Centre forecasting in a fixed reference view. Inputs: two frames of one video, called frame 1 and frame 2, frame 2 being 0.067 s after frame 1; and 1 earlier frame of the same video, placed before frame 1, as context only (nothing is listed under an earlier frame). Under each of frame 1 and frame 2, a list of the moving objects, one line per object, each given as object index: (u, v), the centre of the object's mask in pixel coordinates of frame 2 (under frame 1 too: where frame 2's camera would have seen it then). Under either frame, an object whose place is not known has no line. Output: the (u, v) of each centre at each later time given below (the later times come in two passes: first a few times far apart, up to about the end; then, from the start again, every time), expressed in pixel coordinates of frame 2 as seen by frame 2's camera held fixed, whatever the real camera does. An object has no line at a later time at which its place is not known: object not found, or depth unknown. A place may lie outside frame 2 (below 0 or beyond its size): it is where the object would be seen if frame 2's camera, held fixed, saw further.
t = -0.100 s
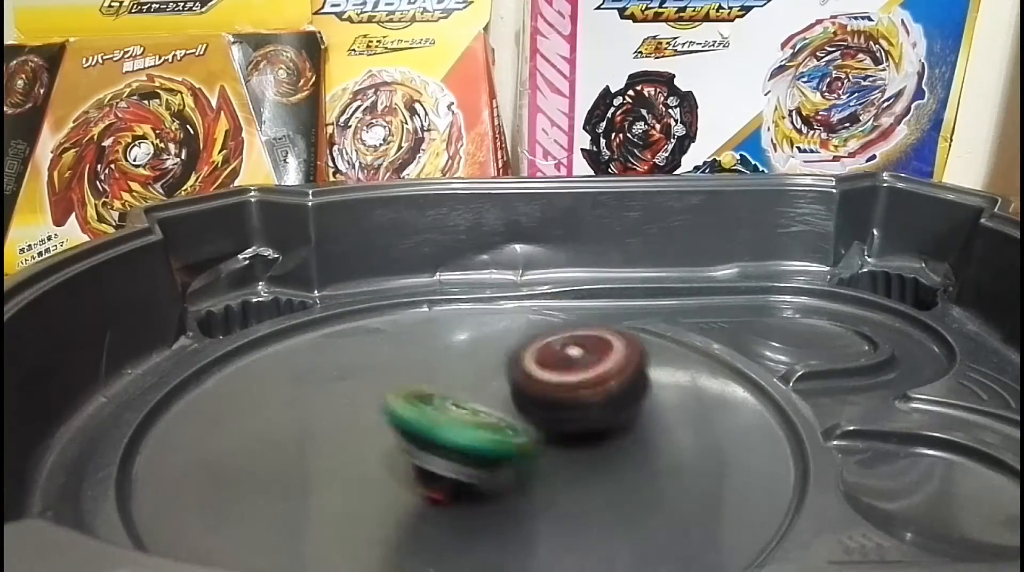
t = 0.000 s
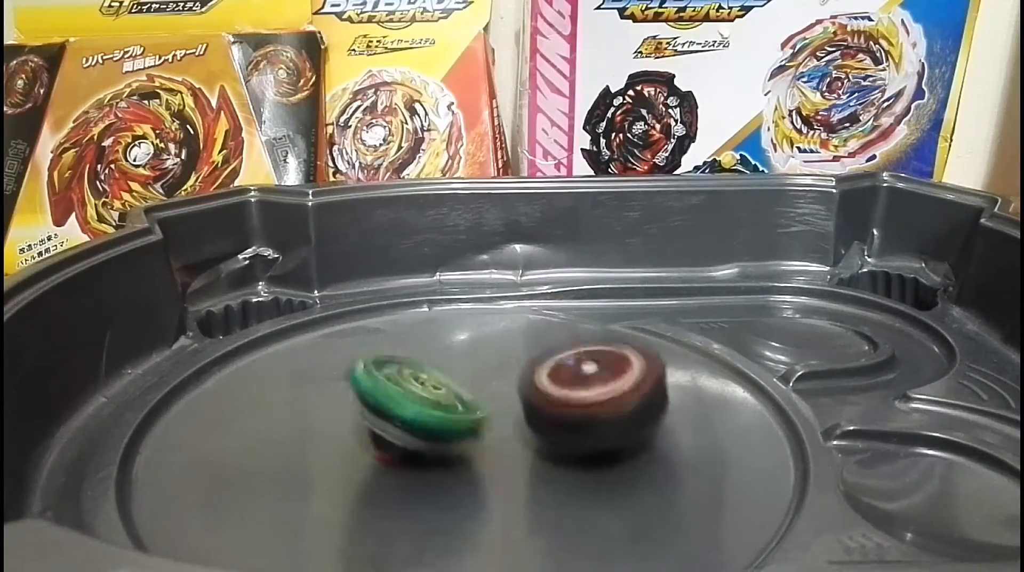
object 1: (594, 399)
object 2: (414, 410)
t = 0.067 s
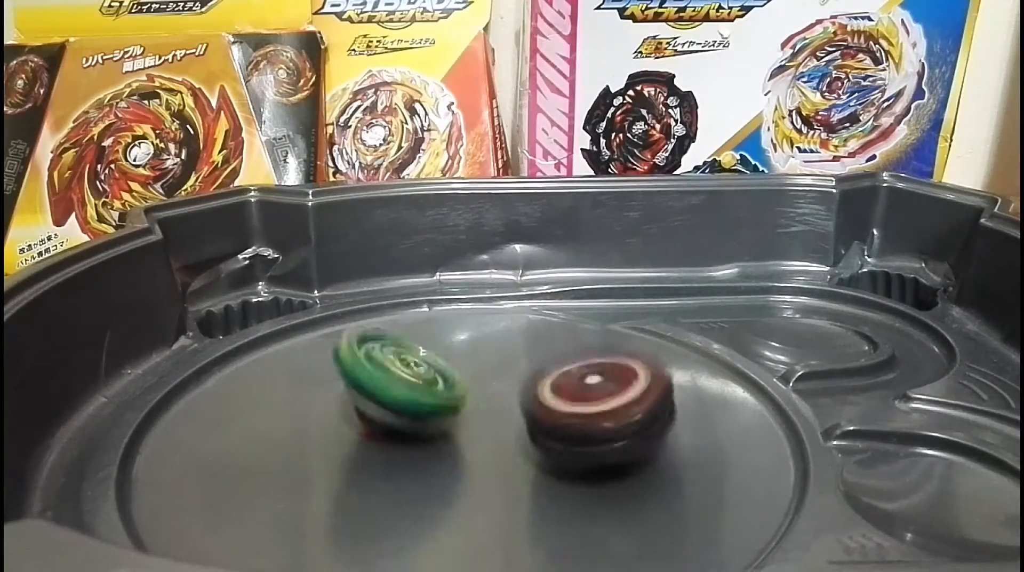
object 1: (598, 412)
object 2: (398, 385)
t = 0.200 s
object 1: (601, 436)
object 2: (399, 340)
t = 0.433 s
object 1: (565, 464)
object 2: (467, 316)
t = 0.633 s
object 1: (485, 458)
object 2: (542, 343)
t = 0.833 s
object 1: (399, 441)
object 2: (561, 408)
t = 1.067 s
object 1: (327, 408)
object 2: (489, 457)
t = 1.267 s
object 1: (305, 383)
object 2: (425, 439)
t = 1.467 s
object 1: (322, 357)
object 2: (454, 412)
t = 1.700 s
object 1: (396, 348)
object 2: (490, 421)
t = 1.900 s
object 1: (489, 340)
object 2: (486, 429)
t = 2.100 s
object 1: (578, 344)
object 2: (486, 417)
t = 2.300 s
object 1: (641, 353)
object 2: (508, 402)
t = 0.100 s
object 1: (600, 420)
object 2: (393, 370)
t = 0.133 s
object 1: (601, 426)
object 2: (392, 361)
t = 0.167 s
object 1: (601, 432)
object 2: (395, 349)
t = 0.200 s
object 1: (601, 436)
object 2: (399, 340)
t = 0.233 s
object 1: (599, 441)
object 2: (406, 334)
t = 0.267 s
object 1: (597, 446)
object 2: (415, 327)
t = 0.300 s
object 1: (594, 450)
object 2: (425, 321)
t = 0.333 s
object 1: (590, 454)
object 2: (434, 319)
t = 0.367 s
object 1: (584, 458)
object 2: (445, 315)
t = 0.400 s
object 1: (575, 461)
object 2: (458, 317)
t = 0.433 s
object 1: (565, 464)
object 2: (467, 316)
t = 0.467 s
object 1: (554, 466)
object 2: (481, 318)
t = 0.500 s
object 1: (543, 467)
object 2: (492, 321)
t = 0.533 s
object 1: (530, 467)
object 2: (506, 326)
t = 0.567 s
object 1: (516, 466)
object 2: (519, 332)
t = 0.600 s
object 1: (501, 461)
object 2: (530, 335)
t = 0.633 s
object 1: (485, 458)
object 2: (542, 343)
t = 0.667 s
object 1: (471, 456)
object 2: (552, 351)
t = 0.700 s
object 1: (455, 455)
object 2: (560, 360)
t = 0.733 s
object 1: (441, 455)
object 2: (562, 372)
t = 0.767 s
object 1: (426, 448)
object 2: (565, 383)
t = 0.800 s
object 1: (412, 448)
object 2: (565, 391)
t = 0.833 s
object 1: (399, 441)
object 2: (561, 408)
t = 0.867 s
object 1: (389, 435)
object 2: (552, 418)
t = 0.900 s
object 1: (377, 430)
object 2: (546, 429)
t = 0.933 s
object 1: (367, 431)
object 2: (533, 435)
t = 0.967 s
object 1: (358, 423)
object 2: (519, 445)
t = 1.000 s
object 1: (343, 418)
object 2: (511, 448)
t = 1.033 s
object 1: (334, 414)
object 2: (500, 453)
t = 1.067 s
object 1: (327, 408)
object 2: (489, 457)
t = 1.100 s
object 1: (321, 403)
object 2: (475, 455)
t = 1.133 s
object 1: (316, 398)
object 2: (462, 455)
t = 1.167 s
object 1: (312, 394)
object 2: (450, 453)
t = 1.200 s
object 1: (308, 389)
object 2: (436, 448)
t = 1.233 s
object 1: (306, 388)
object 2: (429, 445)
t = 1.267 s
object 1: (305, 383)
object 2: (425, 439)
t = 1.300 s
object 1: (303, 379)
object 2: (417, 430)
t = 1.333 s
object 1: (304, 374)
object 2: (419, 425)
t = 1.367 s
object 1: (306, 367)
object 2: (425, 422)
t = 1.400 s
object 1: (308, 364)
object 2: (436, 412)
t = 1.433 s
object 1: (315, 362)
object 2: (447, 411)
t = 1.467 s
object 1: (322, 357)
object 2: (454, 412)
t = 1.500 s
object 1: (328, 355)
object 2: (460, 411)
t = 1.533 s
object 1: (337, 352)
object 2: (467, 410)
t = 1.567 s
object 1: (346, 350)
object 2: (472, 411)
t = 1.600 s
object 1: (356, 349)
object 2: (478, 412)
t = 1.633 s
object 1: (369, 349)
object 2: (484, 414)
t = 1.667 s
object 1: (382, 348)
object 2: (487, 416)
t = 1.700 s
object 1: (396, 348)
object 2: (490, 421)
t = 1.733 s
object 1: (410, 347)
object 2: (491, 424)
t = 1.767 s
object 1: (426, 345)
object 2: (494, 424)
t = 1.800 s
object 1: (442, 344)
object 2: (493, 427)
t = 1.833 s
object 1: (457, 342)
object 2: (491, 430)
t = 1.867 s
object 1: (474, 340)
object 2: (490, 429)
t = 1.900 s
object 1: (489, 340)
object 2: (486, 429)
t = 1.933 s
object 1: (507, 340)
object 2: (484, 430)
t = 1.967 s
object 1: (523, 341)
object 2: (483, 429)
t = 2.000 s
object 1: (537, 342)
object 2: (479, 422)
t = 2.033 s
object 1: (551, 343)
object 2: (479, 420)
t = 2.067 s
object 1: (565, 344)
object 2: (482, 421)
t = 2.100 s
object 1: (578, 344)
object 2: (486, 417)
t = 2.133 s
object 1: (591, 346)
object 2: (487, 411)
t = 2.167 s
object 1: (602, 347)
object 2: (490, 407)
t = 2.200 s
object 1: (614, 348)
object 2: (494, 406)
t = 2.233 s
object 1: (623, 348)
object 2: (500, 404)
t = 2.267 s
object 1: (632, 351)
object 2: (503, 401)
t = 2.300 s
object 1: (641, 353)
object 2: (508, 402)
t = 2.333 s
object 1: (647, 355)
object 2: (513, 402)
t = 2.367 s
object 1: (653, 358)
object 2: (516, 401)
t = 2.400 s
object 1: (656, 362)
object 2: (520, 404)
